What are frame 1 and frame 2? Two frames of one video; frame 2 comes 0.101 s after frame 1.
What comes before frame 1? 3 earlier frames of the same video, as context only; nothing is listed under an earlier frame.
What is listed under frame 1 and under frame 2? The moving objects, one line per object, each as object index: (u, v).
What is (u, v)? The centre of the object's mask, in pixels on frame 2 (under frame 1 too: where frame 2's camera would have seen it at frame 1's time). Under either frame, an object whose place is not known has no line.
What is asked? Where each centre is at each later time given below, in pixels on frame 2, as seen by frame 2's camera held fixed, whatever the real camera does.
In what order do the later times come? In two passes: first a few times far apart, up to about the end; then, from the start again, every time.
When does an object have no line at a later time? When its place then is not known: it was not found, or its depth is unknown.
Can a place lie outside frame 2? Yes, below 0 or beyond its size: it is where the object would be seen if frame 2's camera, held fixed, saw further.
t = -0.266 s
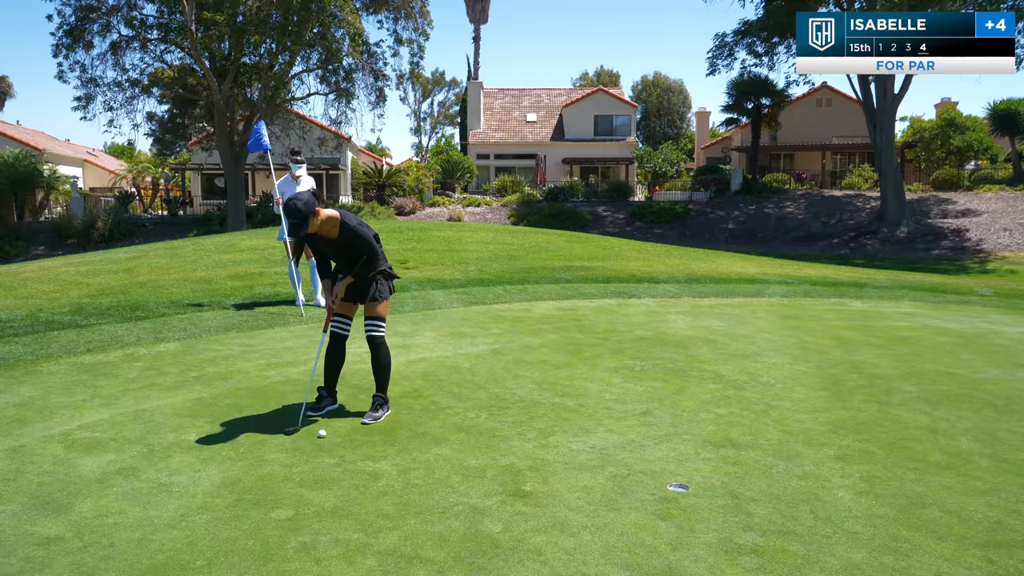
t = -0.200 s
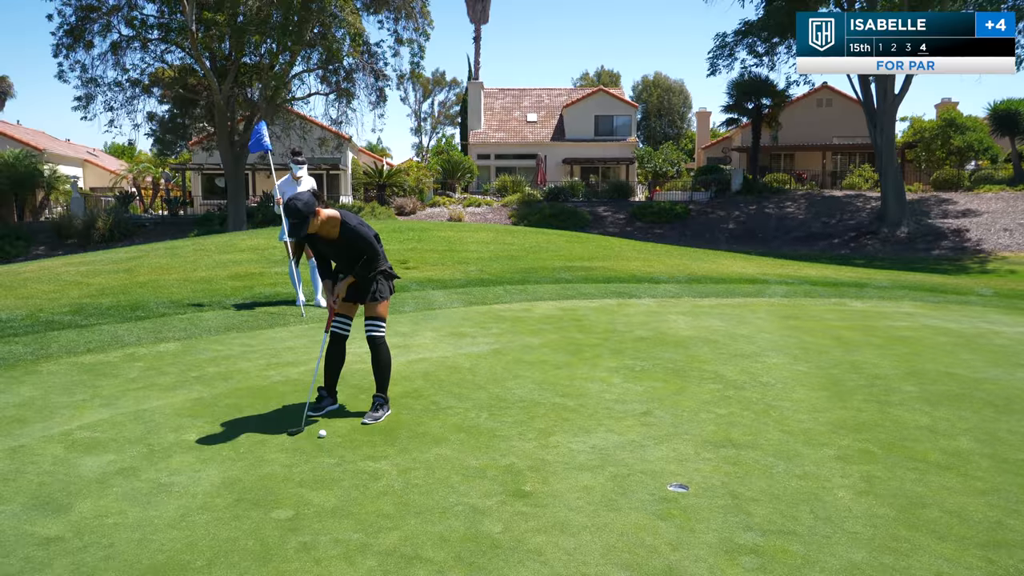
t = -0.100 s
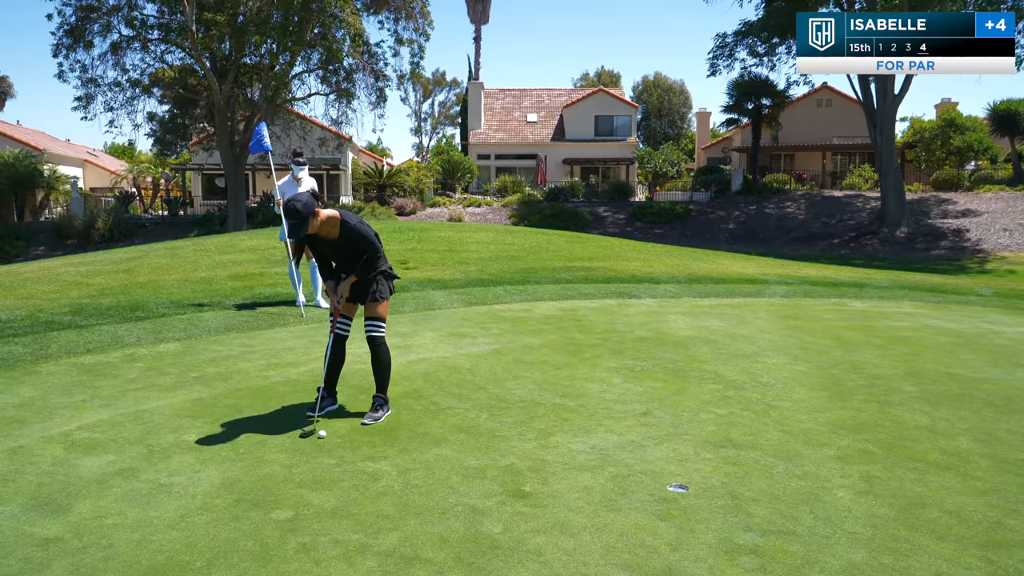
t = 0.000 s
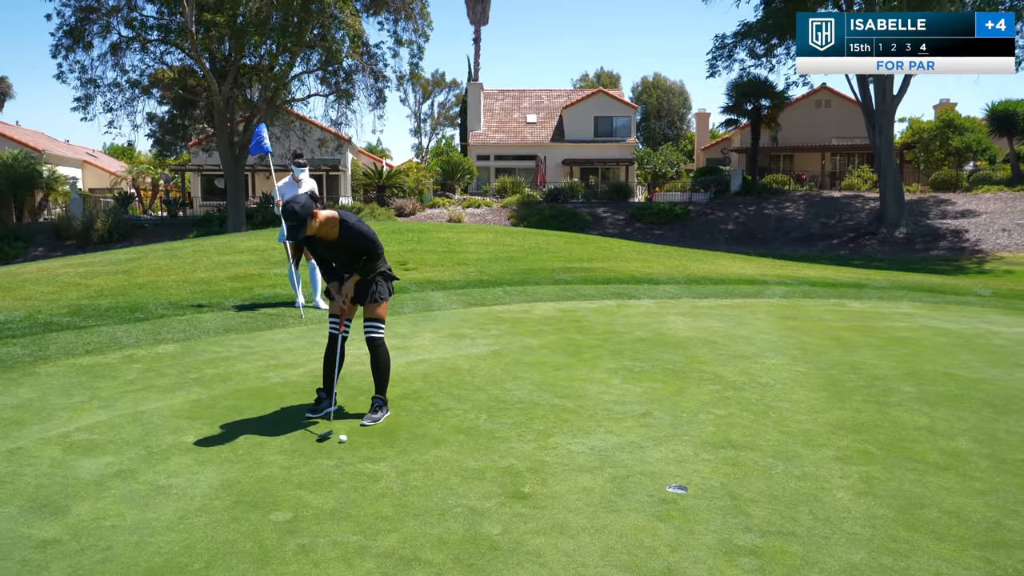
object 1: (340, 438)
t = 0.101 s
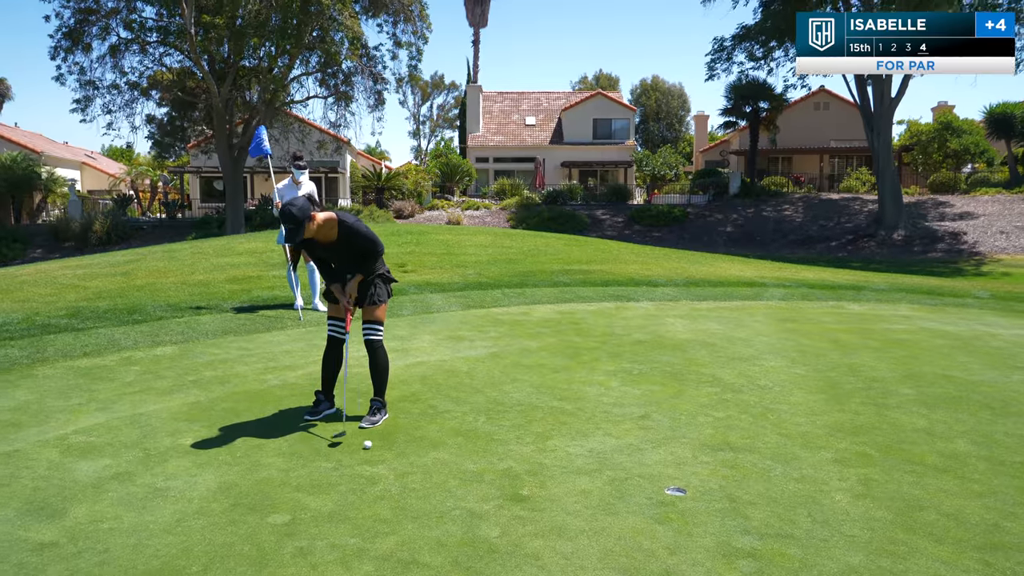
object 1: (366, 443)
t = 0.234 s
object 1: (399, 448)
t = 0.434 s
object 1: (448, 457)
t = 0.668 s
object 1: (503, 465)
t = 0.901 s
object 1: (557, 474)
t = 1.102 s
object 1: (600, 480)
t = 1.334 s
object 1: (647, 487)
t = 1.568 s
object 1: (689, 494)
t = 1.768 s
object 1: (722, 498)
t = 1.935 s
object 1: (745, 501)
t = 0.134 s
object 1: (374, 445)
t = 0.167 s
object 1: (383, 446)
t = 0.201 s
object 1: (391, 447)
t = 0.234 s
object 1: (399, 448)
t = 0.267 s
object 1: (408, 450)
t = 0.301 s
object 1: (416, 451)
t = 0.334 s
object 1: (424, 453)
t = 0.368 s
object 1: (432, 454)
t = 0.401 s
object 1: (440, 455)
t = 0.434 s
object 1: (448, 457)
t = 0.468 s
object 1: (456, 458)
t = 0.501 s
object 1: (464, 460)
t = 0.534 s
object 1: (472, 461)
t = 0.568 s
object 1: (480, 462)
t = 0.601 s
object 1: (488, 463)
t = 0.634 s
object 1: (496, 464)
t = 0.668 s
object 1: (503, 465)
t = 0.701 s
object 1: (511, 467)
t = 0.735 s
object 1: (519, 468)
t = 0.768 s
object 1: (527, 469)
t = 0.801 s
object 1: (534, 470)
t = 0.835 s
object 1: (542, 471)
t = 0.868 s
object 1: (549, 472)
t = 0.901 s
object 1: (557, 474)
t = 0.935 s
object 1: (564, 475)
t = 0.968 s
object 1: (571, 476)
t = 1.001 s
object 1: (579, 477)
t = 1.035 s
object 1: (586, 478)
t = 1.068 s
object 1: (593, 479)
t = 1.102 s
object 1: (600, 480)
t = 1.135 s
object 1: (607, 481)
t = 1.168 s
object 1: (614, 482)
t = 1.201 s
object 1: (621, 483)
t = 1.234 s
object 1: (627, 484)
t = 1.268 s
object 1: (634, 485)
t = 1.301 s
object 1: (640, 486)
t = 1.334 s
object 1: (647, 487)
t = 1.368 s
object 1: (653, 488)
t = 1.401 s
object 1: (659, 489)
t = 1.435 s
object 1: (665, 490)
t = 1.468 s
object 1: (671, 491)
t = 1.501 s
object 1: (678, 492)
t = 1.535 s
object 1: (683, 493)
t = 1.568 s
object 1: (689, 494)
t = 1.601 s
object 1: (694, 494)
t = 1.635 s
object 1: (700, 495)
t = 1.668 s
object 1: (706, 496)
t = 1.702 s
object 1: (711, 497)
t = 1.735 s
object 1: (716, 497)
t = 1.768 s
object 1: (722, 498)
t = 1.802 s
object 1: (726, 498)
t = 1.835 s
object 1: (731, 499)
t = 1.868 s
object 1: (736, 500)
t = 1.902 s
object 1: (740, 500)
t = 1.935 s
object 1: (745, 501)
